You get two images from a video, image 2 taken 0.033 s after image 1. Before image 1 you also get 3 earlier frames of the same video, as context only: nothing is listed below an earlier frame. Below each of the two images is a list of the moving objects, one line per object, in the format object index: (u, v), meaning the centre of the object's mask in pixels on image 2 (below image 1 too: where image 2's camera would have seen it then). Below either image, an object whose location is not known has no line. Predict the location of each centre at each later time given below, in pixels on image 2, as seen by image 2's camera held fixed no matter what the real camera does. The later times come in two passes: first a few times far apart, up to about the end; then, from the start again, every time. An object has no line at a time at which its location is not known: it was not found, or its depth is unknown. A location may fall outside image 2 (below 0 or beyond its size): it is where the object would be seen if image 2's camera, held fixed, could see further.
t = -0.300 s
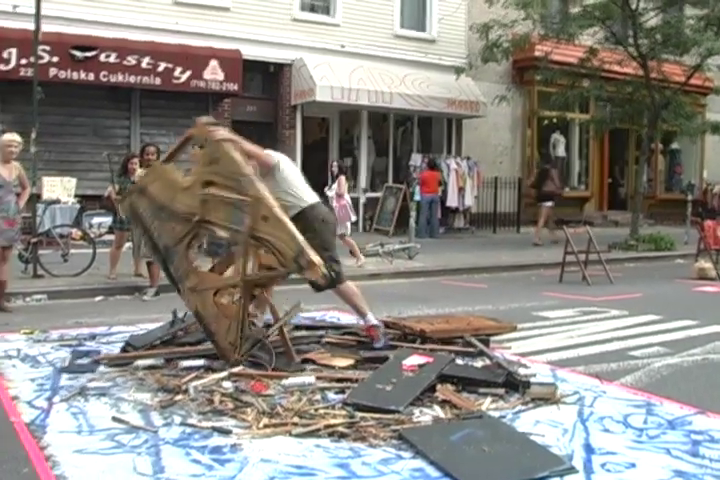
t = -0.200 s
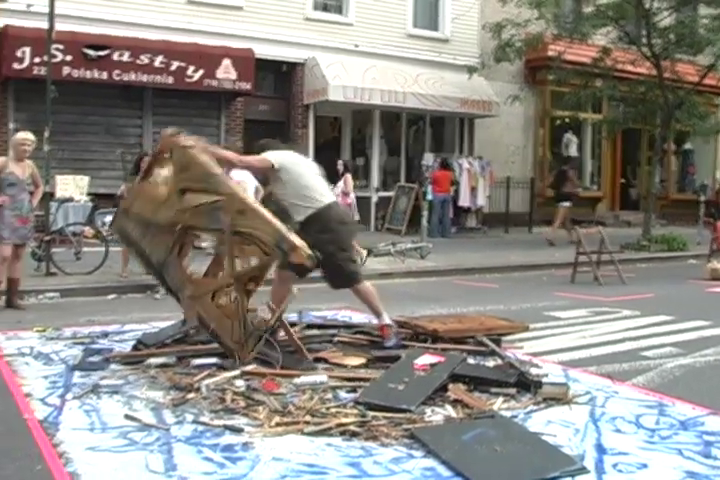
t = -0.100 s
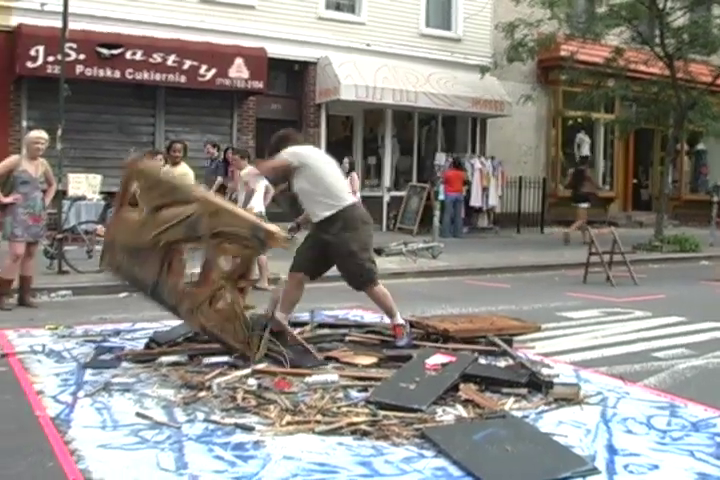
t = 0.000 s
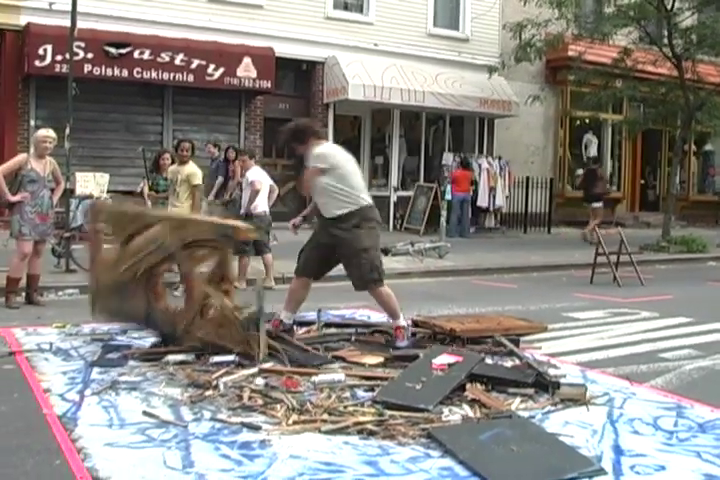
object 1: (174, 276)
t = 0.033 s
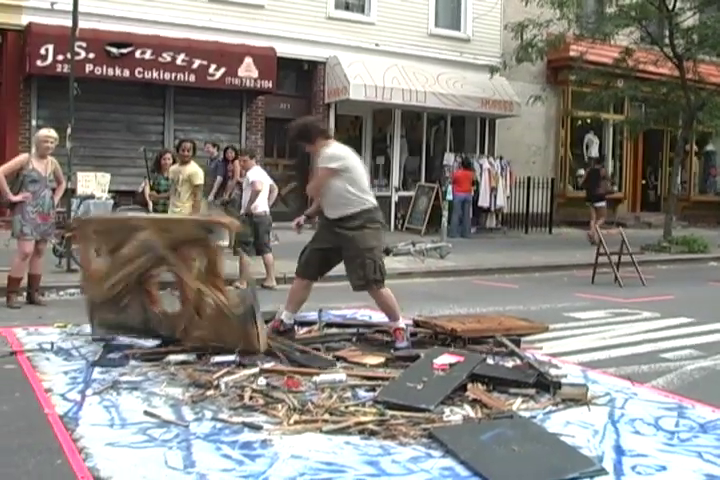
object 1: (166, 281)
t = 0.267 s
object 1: (99, 258)
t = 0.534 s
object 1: (45, 267)
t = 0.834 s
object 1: (8, 323)
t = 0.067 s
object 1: (155, 278)
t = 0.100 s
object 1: (148, 270)
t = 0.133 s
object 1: (136, 269)
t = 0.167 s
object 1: (125, 263)
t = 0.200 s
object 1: (116, 261)
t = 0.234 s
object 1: (107, 258)
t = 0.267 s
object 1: (99, 258)
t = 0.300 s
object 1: (92, 256)
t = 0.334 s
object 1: (84, 256)
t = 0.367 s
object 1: (76, 258)
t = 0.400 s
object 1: (69, 260)
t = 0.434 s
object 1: (62, 259)
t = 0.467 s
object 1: (54, 263)
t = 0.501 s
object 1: (48, 266)
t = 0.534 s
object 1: (45, 267)
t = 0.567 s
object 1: (44, 268)
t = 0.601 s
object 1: (42, 268)
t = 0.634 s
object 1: (38, 272)
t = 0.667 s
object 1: (35, 277)
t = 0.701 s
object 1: (32, 284)
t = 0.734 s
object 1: (22, 299)
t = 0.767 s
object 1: (13, 312)
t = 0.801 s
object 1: (10, 321)
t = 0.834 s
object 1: (8, 323)
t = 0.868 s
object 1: (7, 325)
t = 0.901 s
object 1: (8, 328)
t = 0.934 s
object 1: (11, 333)
